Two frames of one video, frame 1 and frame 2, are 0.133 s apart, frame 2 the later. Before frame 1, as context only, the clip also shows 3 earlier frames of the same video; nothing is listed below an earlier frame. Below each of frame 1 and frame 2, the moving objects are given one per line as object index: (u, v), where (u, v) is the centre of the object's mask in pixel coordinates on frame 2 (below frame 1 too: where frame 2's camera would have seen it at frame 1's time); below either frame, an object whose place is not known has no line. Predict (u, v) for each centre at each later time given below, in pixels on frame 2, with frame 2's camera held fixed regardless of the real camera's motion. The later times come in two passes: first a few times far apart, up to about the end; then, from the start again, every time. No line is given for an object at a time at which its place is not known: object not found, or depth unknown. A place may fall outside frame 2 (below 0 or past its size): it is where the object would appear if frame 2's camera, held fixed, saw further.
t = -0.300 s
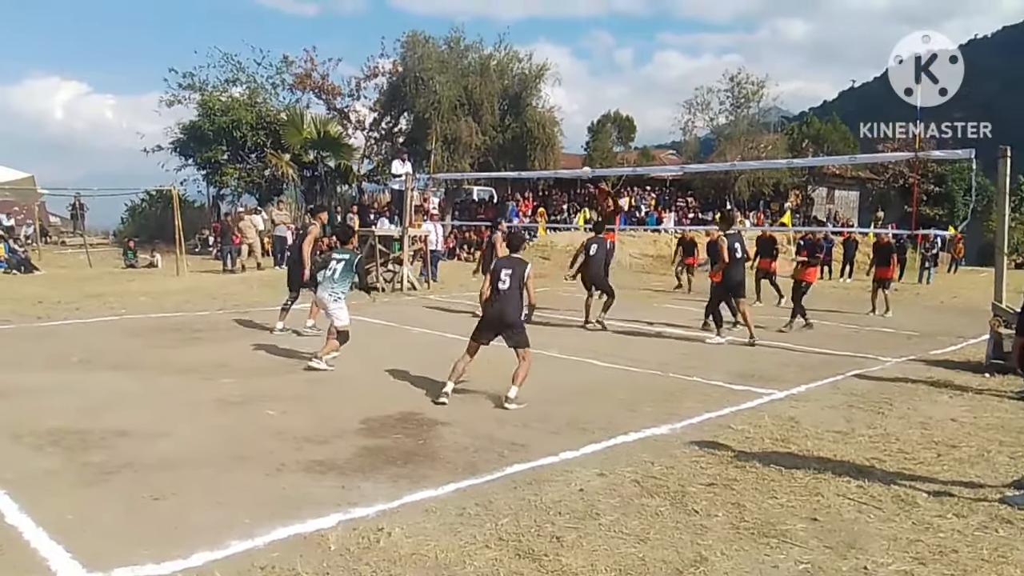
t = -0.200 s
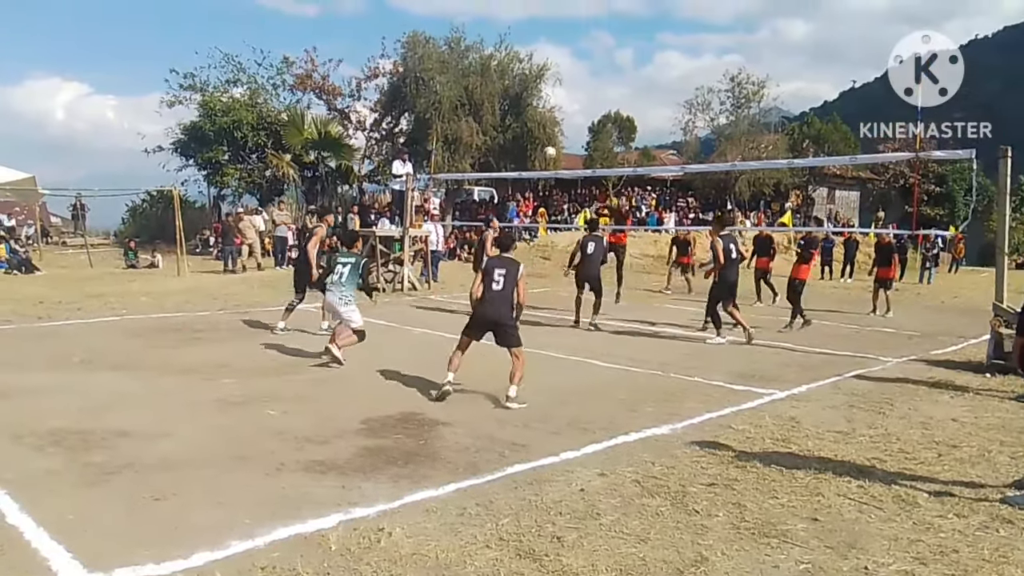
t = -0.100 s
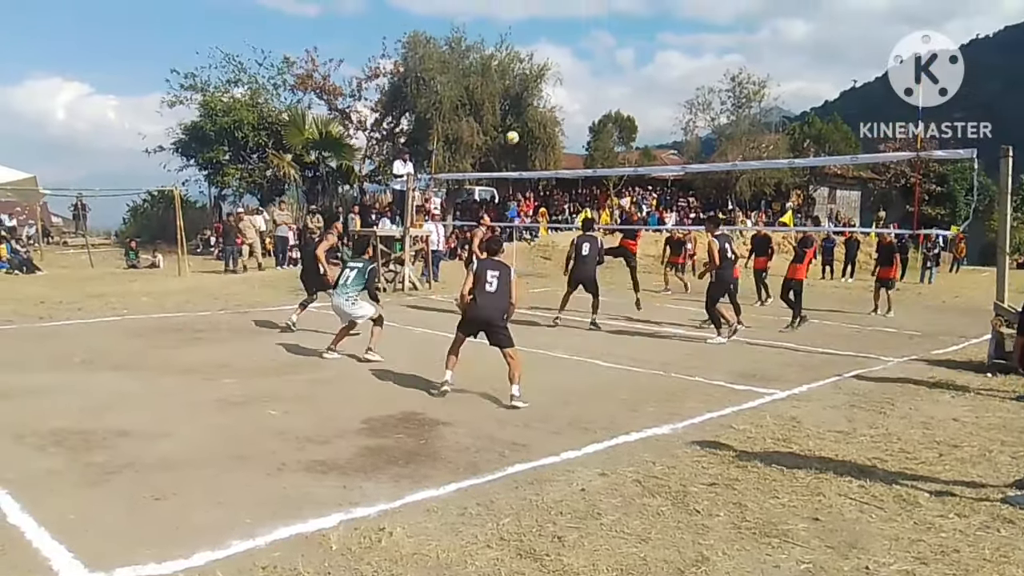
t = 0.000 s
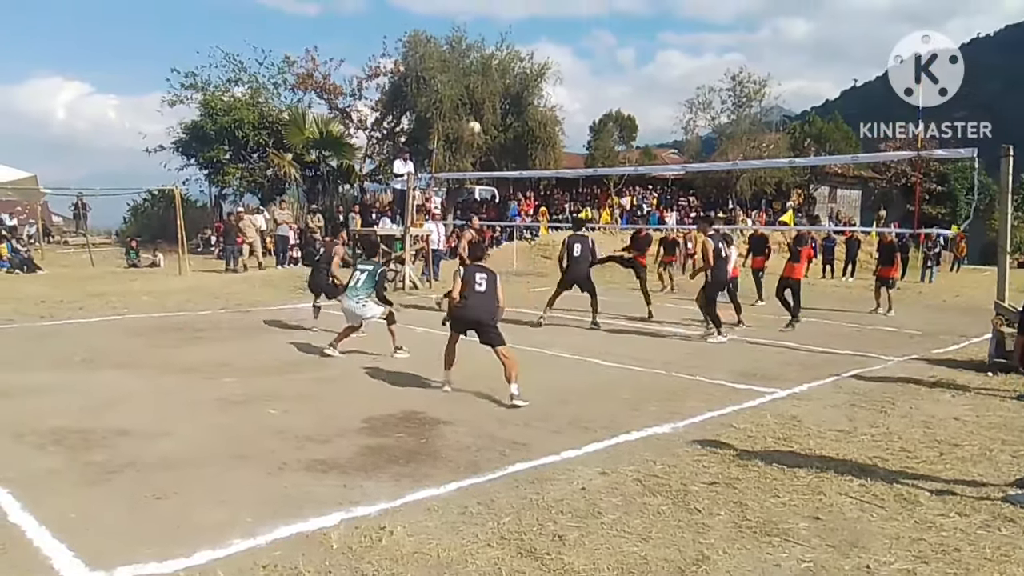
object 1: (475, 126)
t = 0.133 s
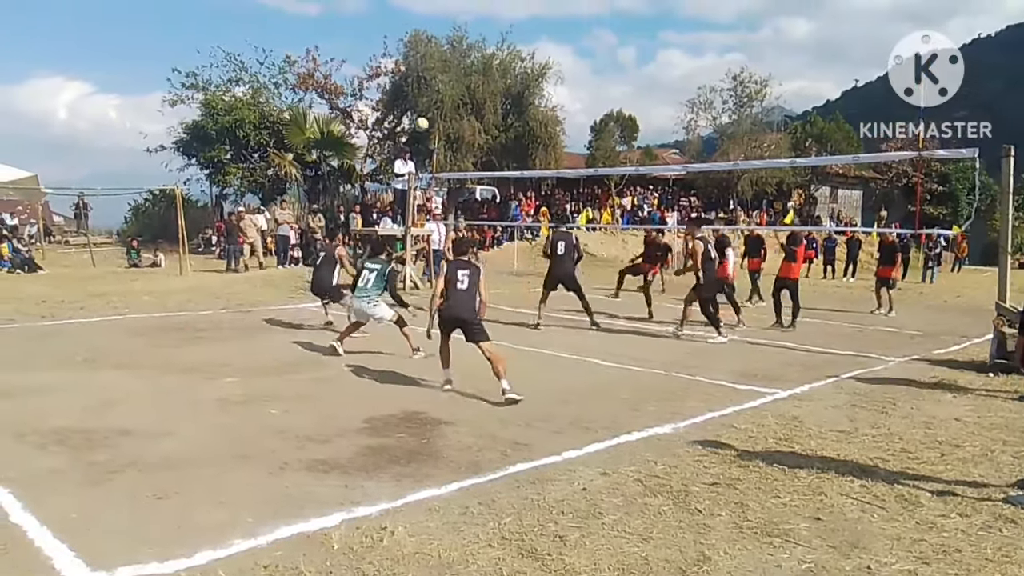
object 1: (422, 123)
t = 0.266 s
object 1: (368, 132)
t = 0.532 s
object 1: (260, 181)
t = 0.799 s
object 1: (150, 279)
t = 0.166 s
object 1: (409, 124)
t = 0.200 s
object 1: (395, 126)
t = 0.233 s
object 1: (381, 128)
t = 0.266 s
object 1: (368, 132)
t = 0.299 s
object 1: (354, 136)
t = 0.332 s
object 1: (341, 140)
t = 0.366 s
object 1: (328, 146)
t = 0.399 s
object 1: (314, 151)
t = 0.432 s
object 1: (300, 158)
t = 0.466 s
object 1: (287, 165)
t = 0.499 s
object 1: (273, 173)
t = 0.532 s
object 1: (260, 181)
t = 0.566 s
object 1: (246, 191)
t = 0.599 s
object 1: (233, 201)
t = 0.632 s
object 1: (219, 213)
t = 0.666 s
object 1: (205, 224)
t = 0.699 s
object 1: (191, 236)
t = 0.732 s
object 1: (177, 250)
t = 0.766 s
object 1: (163, 264)
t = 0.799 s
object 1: (150, 279)
